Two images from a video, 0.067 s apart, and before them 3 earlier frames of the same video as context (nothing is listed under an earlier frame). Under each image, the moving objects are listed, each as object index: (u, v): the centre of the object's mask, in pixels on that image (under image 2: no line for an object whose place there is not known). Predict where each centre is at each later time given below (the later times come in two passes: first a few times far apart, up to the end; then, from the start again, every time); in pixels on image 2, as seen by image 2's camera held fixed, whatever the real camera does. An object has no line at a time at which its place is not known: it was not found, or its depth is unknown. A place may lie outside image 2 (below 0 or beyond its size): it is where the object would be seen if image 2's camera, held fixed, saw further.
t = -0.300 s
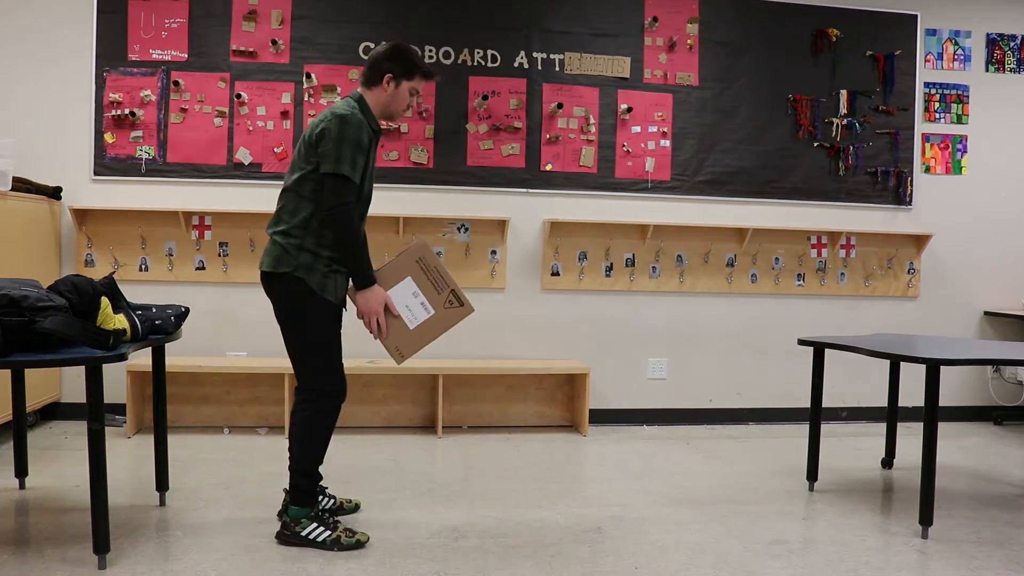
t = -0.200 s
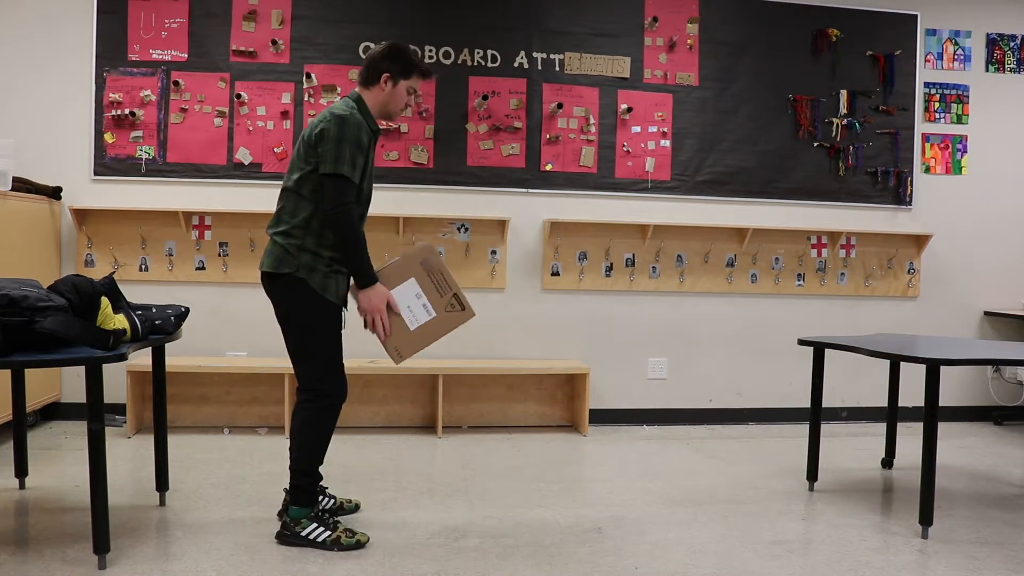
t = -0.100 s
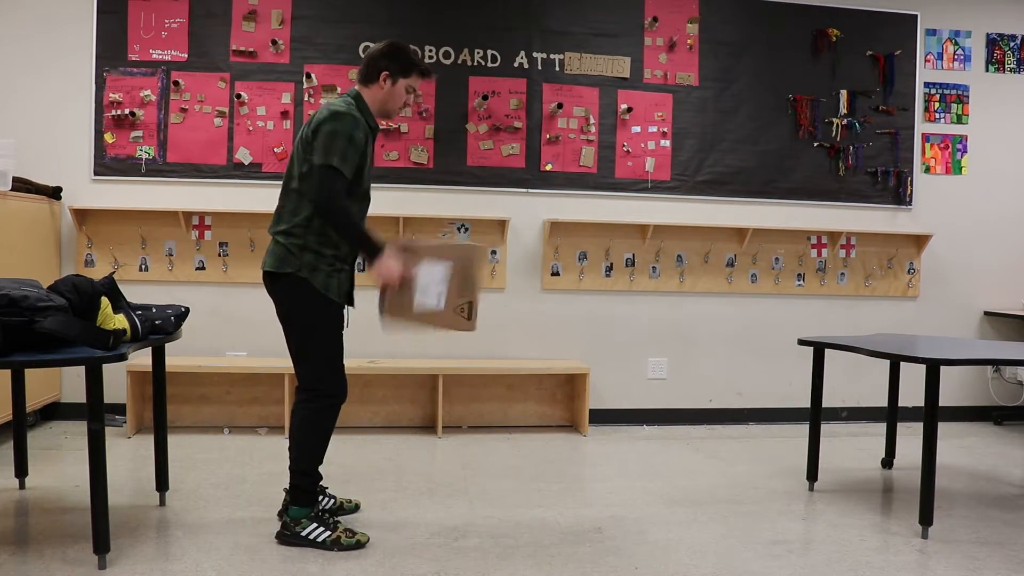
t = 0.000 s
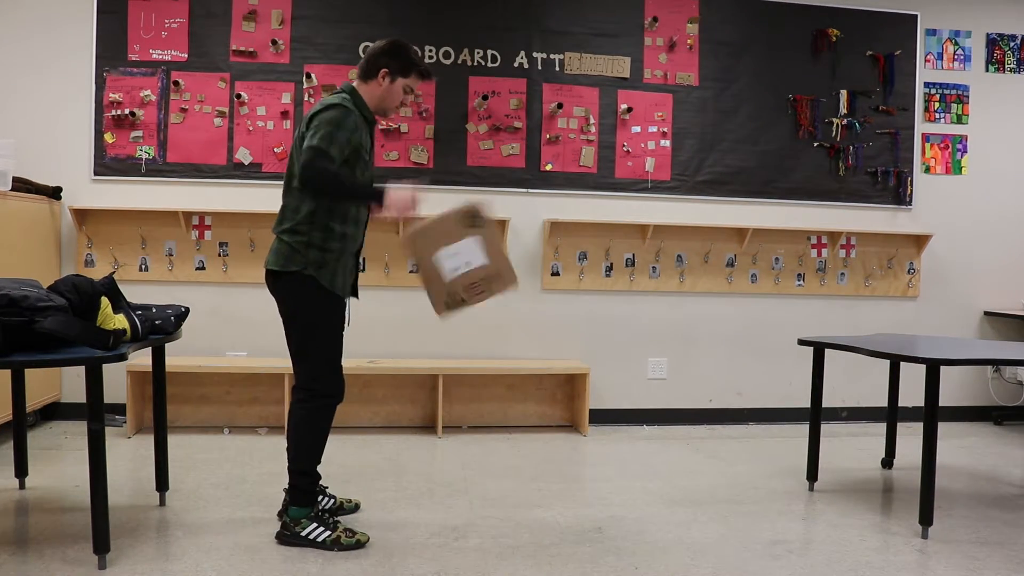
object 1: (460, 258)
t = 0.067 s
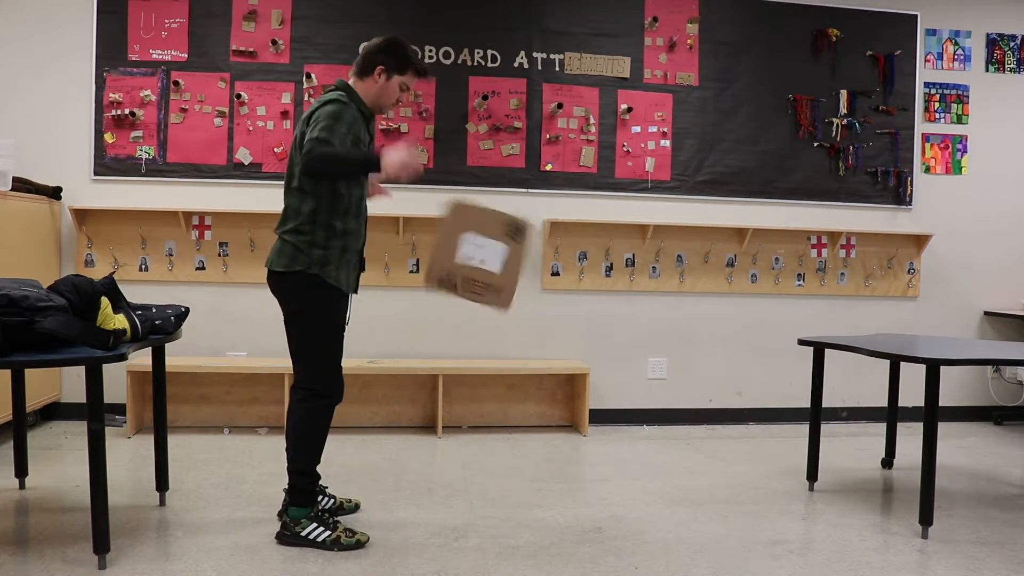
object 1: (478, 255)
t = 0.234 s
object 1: (522, 290)
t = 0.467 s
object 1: (568, 443)
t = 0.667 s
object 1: (626, 465)
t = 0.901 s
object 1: (695, 475)
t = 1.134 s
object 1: (737, 484)
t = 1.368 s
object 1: (745, 490)
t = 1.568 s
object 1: (745, 490)
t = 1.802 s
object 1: (745, 490)
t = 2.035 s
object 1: (745, 490)
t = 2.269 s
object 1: (745, 490)
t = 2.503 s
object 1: (745, 490)
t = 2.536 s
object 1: (745, 490)
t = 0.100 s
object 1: (488, 257)
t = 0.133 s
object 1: (497, 262)
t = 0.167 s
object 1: (505, 269)
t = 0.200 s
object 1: (514, 278)
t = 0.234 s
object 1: (522, 290)
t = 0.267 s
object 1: (533, 306)
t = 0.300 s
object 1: (541, 325)
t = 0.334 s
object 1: (547, 349)
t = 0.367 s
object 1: (554, 369)
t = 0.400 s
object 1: (558, 393)
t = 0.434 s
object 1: (564, 416)
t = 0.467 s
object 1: (568, 443)
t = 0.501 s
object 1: (576, 479)
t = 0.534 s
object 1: (583, 485)
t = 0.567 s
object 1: (594, 477)
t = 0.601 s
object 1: (605, 470)
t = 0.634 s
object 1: (616, 466)
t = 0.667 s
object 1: (626, 465)
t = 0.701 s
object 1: (637, 464)
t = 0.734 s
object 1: (647, 465)
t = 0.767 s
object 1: (657, 467)
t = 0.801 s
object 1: (667, 470)
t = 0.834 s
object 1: (676, 472)
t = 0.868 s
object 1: (686, 472)
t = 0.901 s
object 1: (695, 475)
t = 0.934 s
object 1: (703, 480)
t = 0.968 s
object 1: (709, 478)
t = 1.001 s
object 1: (716, 478)
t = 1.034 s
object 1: (723, 478)
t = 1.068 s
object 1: (728, 480)
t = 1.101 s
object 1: (733, 482)
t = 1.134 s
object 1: (737, 484)
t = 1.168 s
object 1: (741, 487)
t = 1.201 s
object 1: (744, 490)
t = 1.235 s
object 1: (745, 490)
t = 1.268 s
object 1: (745, 490)
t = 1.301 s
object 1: (745, 490)
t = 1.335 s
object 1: (745, 490)
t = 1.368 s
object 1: (745, 490)
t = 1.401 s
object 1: (745, 490)
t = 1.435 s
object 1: (745, 490)
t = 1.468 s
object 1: (745, 490)
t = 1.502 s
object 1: (745, 490)
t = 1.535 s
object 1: (745, 490)
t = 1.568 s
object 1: (745, 490)
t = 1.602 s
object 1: (745, 490)
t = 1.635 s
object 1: (745, 490)
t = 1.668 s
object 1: (745, 490)
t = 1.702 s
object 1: (745, 490)
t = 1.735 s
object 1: (745, 490)
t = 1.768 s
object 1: (745, 490)
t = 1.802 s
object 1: (745, 490)
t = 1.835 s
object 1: (745, 490)
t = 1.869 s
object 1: (745, 490)
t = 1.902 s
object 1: (745, 490)
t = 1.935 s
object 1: (745, 490)
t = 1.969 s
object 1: (745, 490)
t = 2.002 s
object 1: (745, 490)
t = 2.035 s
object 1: (745, 490)
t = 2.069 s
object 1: (745, 490)
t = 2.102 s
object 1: (745, 490)
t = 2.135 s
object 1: (745, 490)
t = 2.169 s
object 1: (745, 490)
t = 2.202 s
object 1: (745, 490)
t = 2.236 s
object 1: (745, 490)
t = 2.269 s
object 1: (745, 490)
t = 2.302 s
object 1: (745, 490)
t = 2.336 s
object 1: (745, 490)
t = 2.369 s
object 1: (745, 490)
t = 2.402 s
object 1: (745, 490)
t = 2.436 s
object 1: (745, 490)
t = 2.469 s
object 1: (745, 490)
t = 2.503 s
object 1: (745, 490)
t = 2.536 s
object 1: (745, 490)
